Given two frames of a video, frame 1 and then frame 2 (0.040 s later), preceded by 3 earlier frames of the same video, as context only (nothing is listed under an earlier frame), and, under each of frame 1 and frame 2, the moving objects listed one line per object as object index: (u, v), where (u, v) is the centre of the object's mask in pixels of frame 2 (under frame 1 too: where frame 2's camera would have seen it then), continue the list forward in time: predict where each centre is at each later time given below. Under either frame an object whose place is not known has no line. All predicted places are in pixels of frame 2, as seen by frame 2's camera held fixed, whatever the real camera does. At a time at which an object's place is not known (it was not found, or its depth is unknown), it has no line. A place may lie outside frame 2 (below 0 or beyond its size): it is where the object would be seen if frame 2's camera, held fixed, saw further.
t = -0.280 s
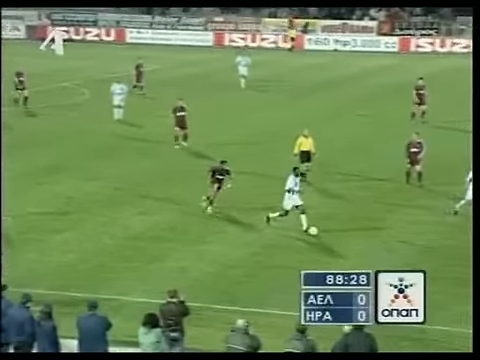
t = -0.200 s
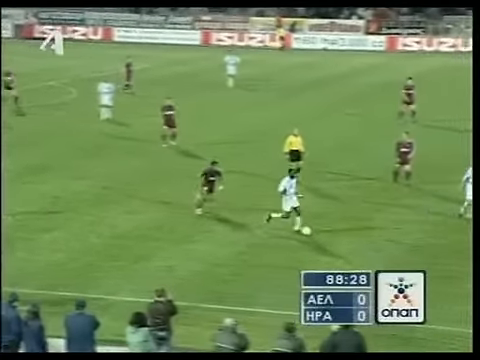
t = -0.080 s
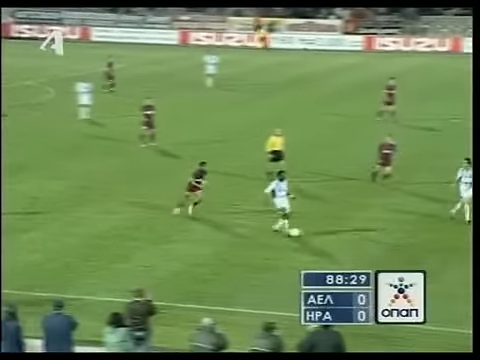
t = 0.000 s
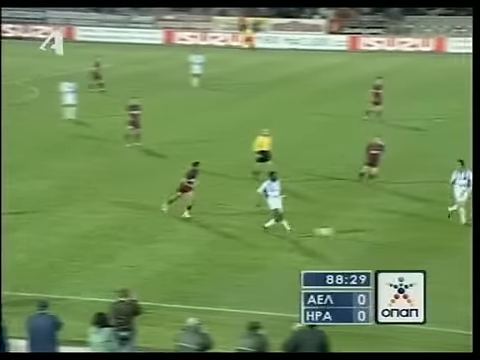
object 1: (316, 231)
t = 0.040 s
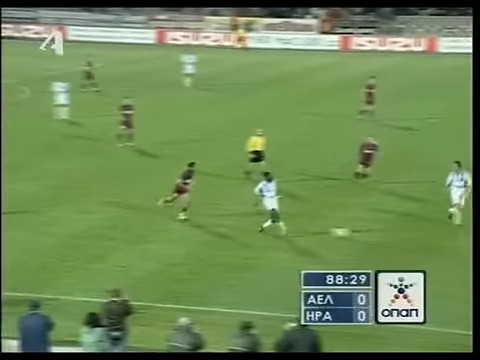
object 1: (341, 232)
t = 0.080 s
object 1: (364, 234)
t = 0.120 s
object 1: (390, 236)
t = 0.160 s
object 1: (413, 238)
